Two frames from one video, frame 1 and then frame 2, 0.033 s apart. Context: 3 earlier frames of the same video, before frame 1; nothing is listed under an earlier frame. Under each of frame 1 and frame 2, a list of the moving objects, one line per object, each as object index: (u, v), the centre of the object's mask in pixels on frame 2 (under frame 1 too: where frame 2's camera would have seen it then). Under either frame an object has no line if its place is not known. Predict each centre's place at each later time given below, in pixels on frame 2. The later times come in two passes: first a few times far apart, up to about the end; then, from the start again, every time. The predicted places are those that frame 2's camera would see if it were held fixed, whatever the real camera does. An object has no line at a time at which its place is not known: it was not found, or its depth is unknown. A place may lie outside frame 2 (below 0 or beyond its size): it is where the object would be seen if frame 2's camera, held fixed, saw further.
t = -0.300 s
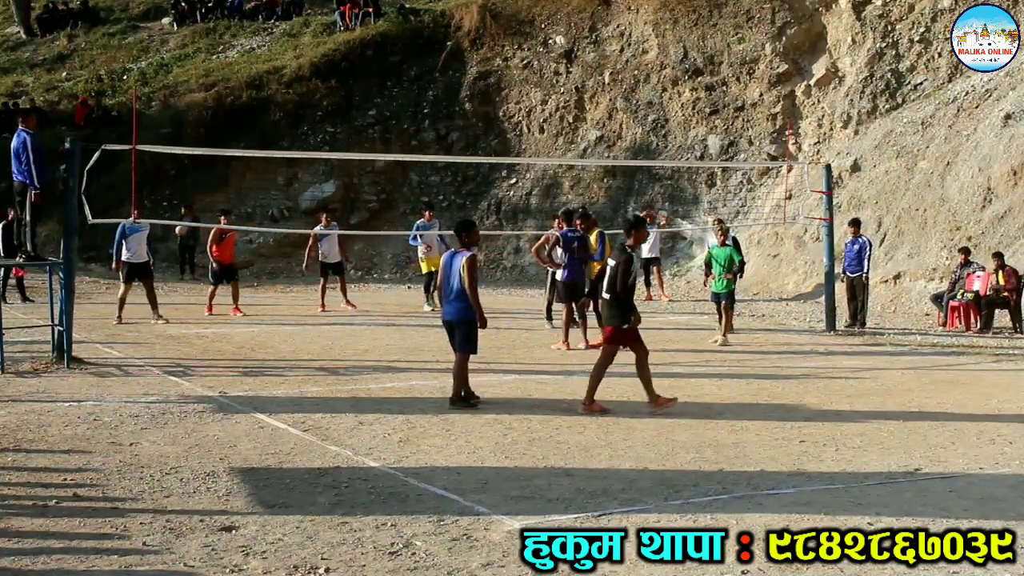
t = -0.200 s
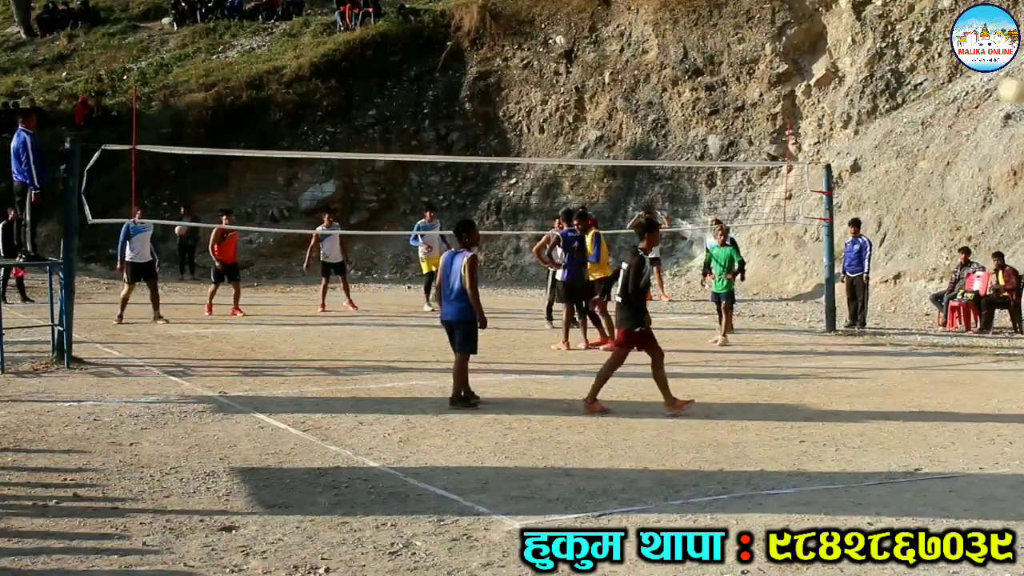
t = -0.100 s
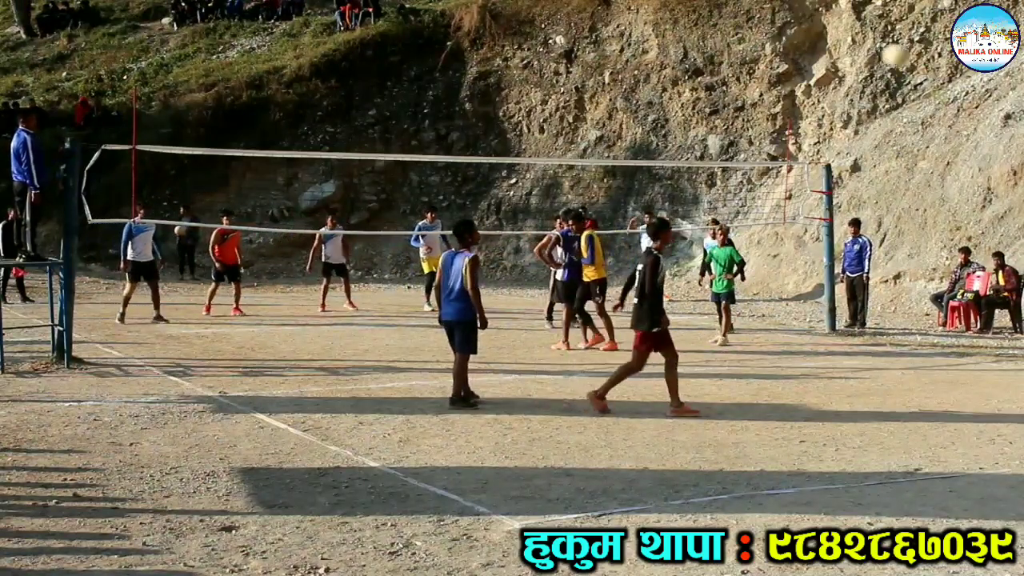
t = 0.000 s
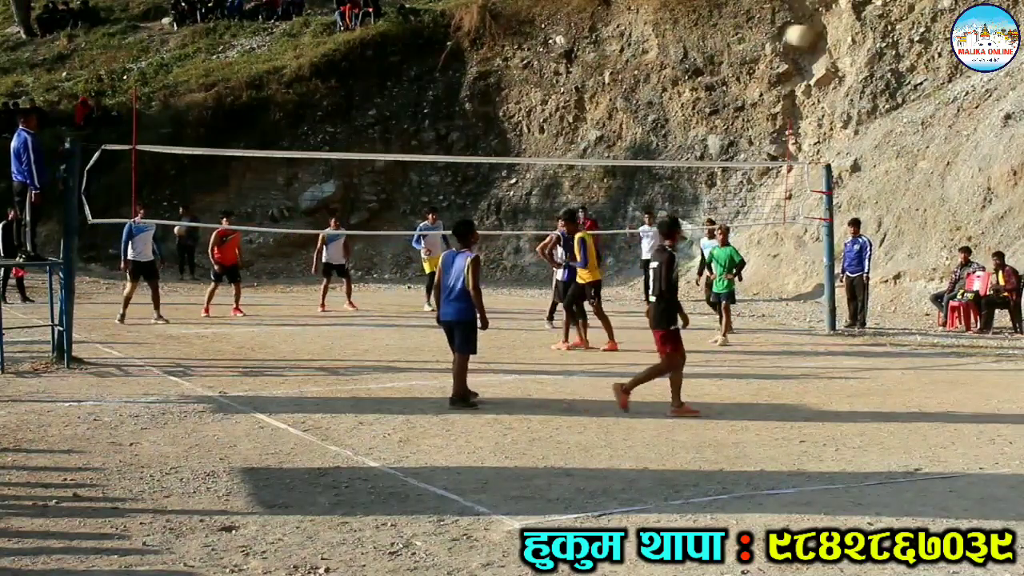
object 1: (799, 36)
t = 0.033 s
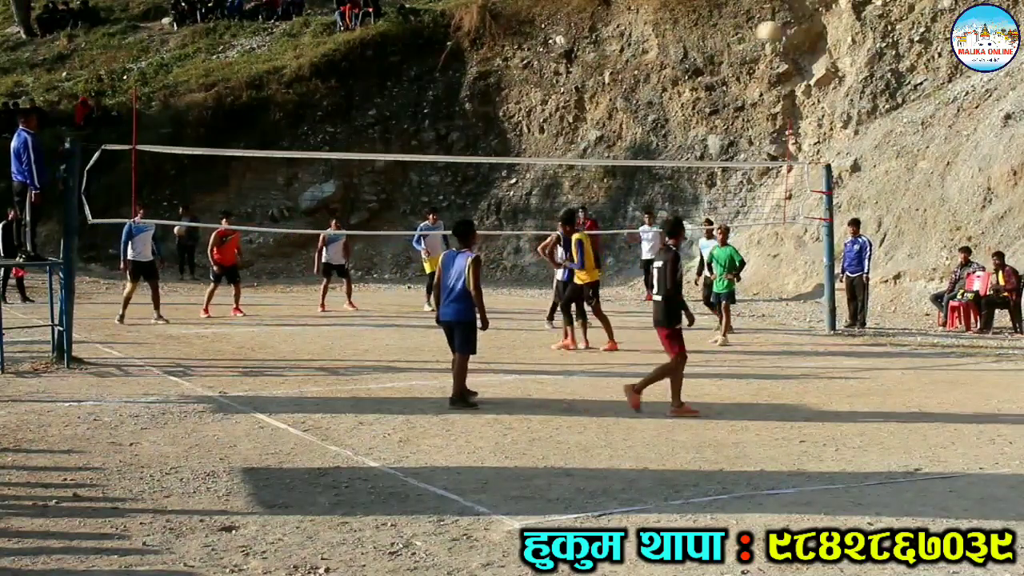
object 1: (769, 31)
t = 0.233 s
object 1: (628, 32)
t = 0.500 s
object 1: (491, 84)
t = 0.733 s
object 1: (405, 160)
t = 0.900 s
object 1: (359, 224)
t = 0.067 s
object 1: (740, 29)
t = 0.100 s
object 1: (715, 28)
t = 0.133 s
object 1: (691, 27)
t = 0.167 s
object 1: (668, 28)
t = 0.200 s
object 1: (646, 30)
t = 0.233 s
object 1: (628, 32)
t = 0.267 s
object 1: (607, 36)
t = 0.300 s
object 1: (590, 42)
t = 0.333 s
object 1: (569, 47)
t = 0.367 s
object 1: (553, 52)
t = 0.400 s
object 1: (535, 59)
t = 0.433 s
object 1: (519, 67)
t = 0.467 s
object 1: (504, 75)
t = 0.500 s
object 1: (491, 84)
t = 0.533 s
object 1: (477, 93)
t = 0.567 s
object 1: (464, 103)
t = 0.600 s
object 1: (452, 113)
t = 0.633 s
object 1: (439, 124)
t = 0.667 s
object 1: (428, 135)
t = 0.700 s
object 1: (417, 147)
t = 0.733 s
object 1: (405, 160)
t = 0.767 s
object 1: (396, 172)
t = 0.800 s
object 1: (386, 184)
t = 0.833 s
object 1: (377, 197)
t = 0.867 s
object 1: (368, 210)
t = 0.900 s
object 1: (359, 224)
